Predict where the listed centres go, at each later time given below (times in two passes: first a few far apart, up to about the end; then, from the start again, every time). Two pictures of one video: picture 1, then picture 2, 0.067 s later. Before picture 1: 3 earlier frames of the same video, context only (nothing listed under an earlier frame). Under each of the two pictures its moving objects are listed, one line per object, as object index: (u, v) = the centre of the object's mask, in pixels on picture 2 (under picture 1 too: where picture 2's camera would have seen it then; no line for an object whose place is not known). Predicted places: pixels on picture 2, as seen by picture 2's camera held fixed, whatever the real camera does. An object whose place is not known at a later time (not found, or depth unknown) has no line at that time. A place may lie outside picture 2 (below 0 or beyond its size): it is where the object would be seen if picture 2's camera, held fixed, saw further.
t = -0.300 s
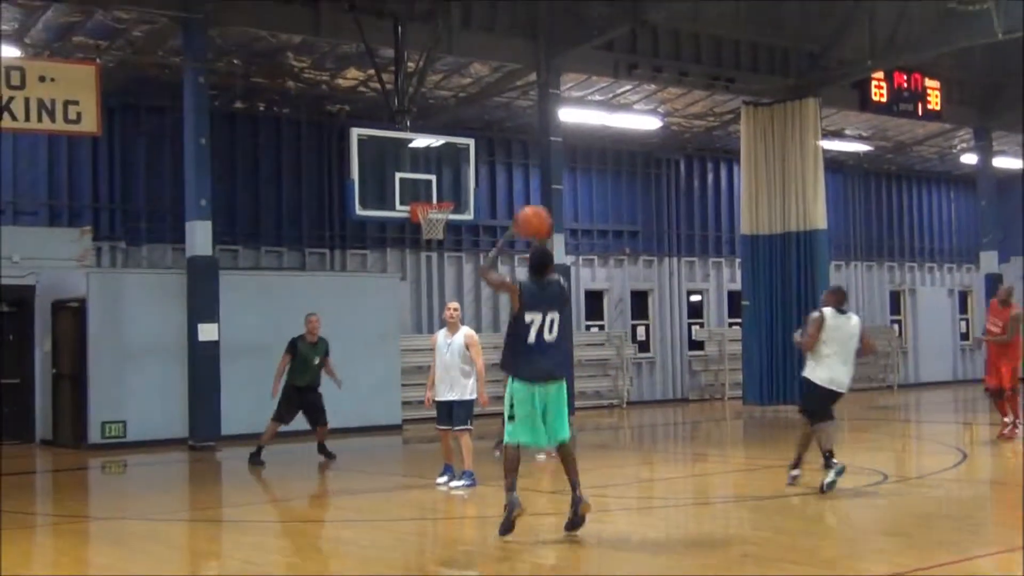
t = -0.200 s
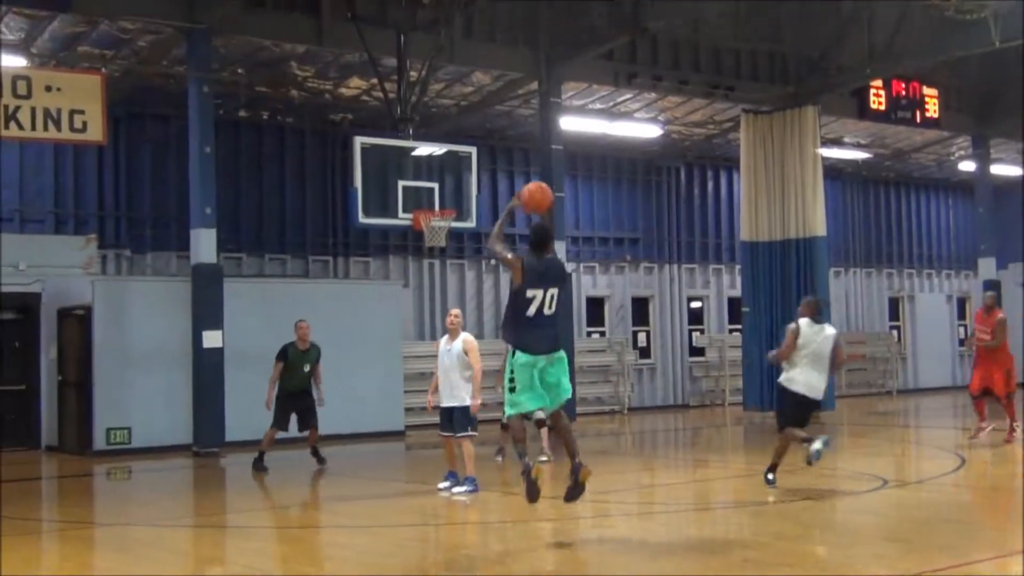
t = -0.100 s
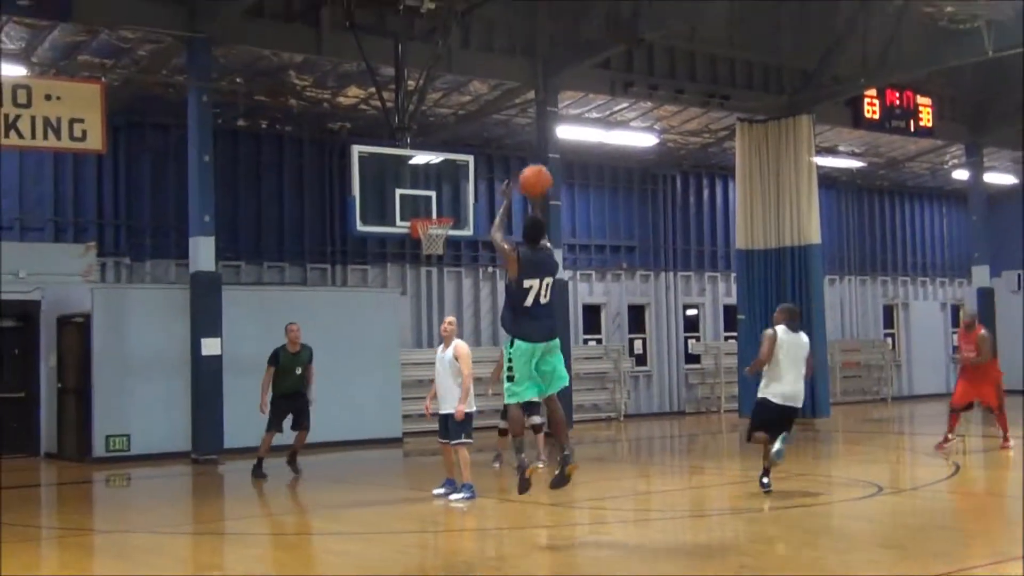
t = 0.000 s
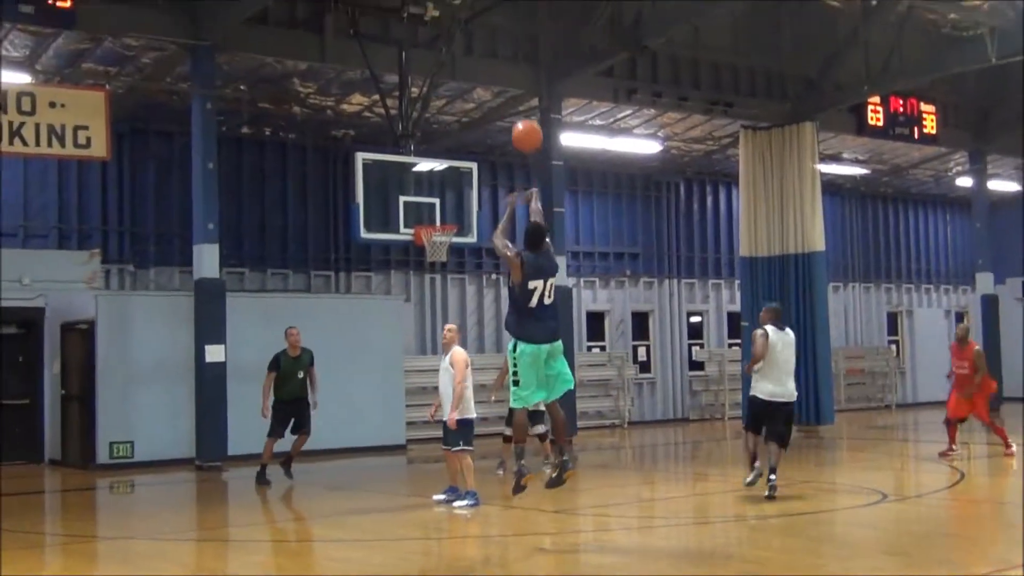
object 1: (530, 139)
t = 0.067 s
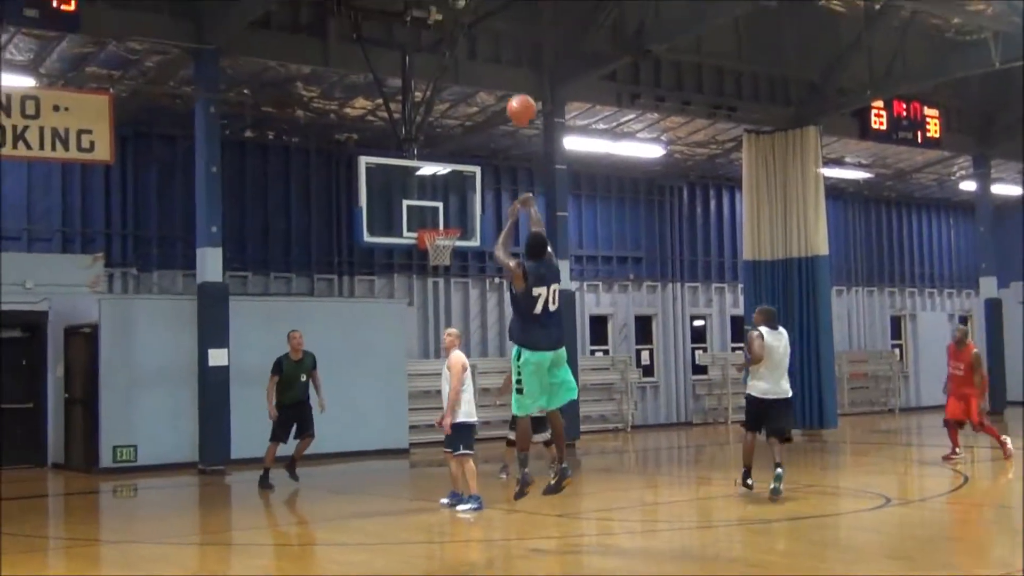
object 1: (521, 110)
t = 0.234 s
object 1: (503, 67)
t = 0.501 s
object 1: (482, 65)
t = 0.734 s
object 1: (468, 110)
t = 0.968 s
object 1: (456, 193)
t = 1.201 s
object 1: (415, 207)
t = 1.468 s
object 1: (390, 183)
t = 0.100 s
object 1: (518, 98)
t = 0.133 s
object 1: (513, 87)
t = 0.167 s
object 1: (510, 81)
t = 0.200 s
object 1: (506, 73)
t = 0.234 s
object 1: (503, 67)
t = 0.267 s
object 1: (500, 63)
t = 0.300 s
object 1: (497, 60)
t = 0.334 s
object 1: (495, 58)
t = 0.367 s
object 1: (492, 58)
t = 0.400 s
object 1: (490, 58)
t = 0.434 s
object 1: (487, 59)
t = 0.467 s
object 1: (484, 62)
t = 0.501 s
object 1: (482, 65)
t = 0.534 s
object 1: (480, 69)
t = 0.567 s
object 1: (477, 74)
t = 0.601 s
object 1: (475, 81)
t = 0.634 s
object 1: (473, 87)
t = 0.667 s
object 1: (471, 94)
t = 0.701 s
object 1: (468, 102)
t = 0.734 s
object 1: (468, 110)
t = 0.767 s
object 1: (466, 122)
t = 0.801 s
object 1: (463, 133)
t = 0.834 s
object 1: (462, 143)
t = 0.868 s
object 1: (461, 154)
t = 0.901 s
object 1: (460, 167)
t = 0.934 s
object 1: (457, 180)
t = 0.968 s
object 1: (456, 193)
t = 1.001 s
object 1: (455, 207)
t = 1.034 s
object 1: (454, 221)
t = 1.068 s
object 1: (446, 223)
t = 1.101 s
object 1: (436, 223)
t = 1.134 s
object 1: (427, 221)
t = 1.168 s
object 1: (420, 214)
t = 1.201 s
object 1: (415, 207)
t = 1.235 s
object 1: (412, 202)
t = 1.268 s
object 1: (409, 195)
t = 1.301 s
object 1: (406, 190)
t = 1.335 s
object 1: (403, 188)
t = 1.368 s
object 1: (398, 186)
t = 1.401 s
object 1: (396, 184)
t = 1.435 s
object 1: (392, 184)
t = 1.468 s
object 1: (390, 183)
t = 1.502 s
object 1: (385, 183)
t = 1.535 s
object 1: (381, 185)
